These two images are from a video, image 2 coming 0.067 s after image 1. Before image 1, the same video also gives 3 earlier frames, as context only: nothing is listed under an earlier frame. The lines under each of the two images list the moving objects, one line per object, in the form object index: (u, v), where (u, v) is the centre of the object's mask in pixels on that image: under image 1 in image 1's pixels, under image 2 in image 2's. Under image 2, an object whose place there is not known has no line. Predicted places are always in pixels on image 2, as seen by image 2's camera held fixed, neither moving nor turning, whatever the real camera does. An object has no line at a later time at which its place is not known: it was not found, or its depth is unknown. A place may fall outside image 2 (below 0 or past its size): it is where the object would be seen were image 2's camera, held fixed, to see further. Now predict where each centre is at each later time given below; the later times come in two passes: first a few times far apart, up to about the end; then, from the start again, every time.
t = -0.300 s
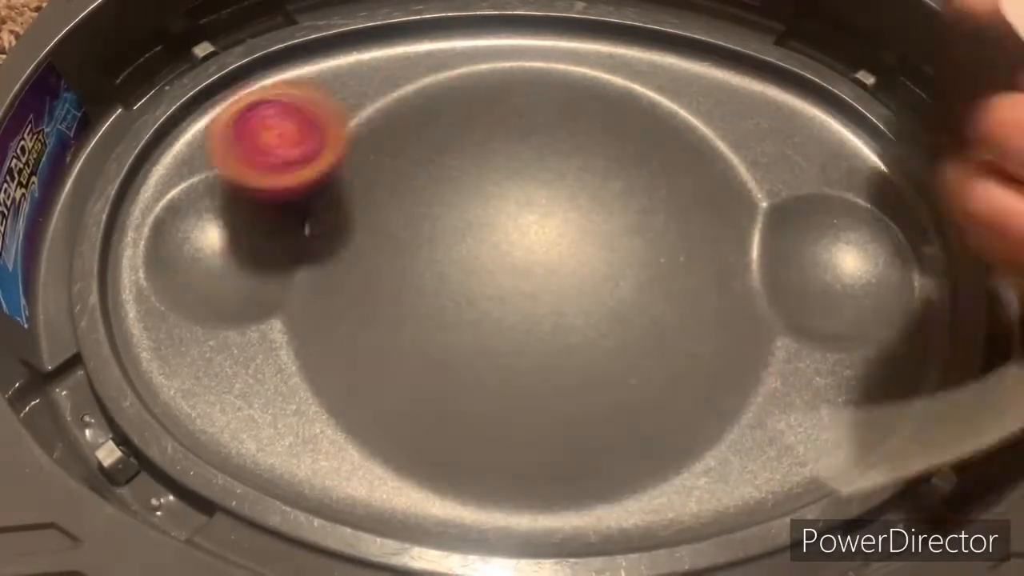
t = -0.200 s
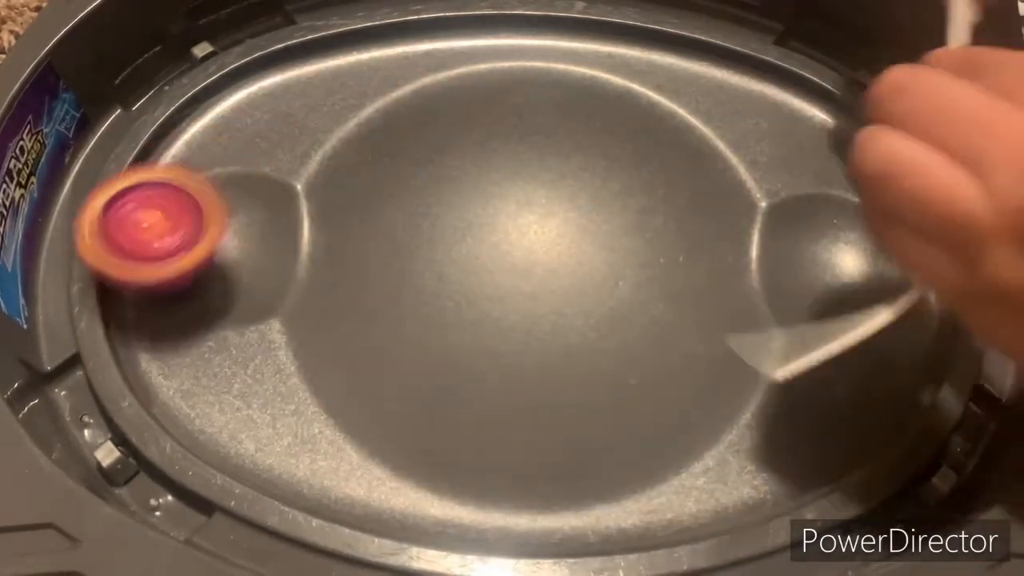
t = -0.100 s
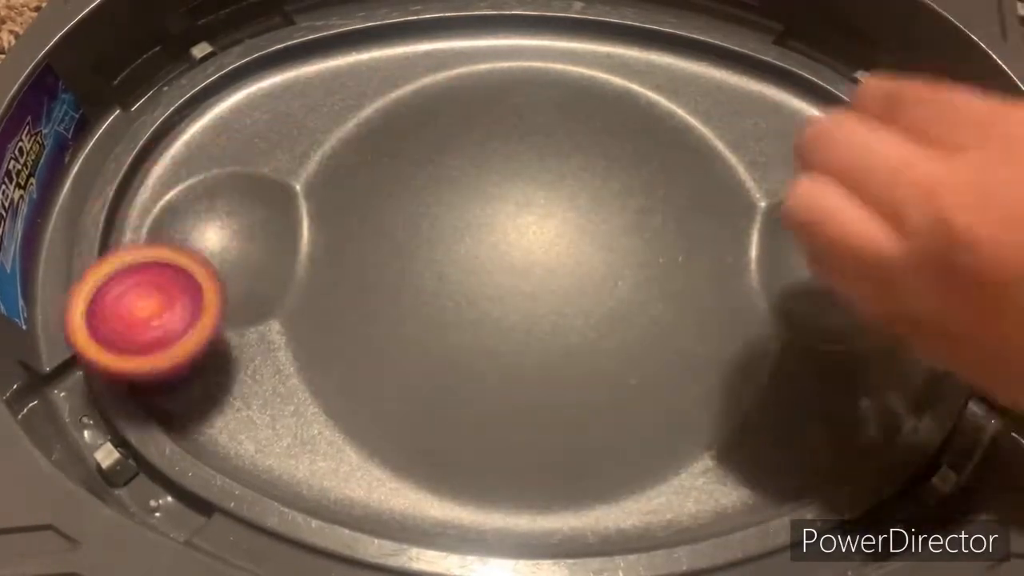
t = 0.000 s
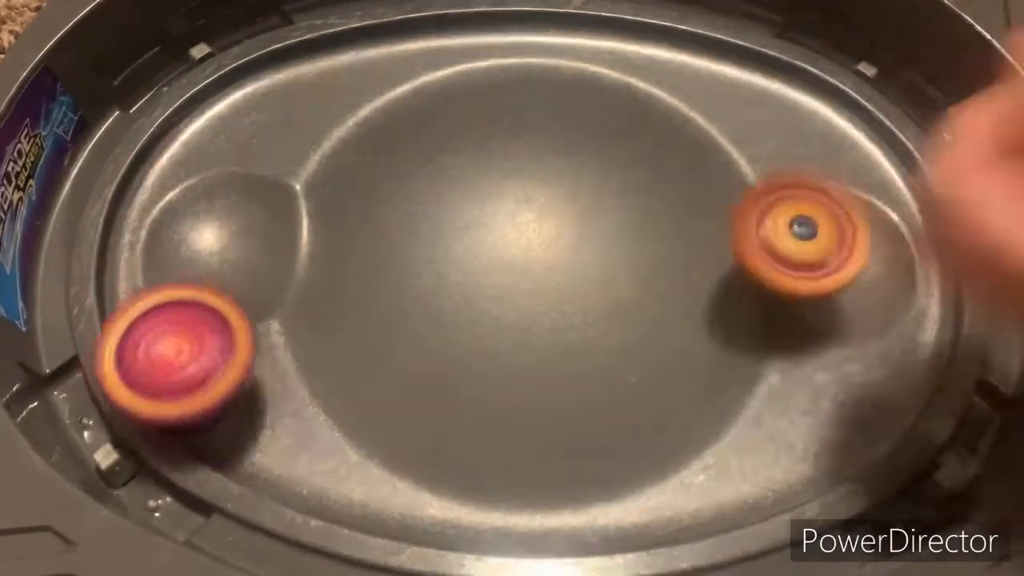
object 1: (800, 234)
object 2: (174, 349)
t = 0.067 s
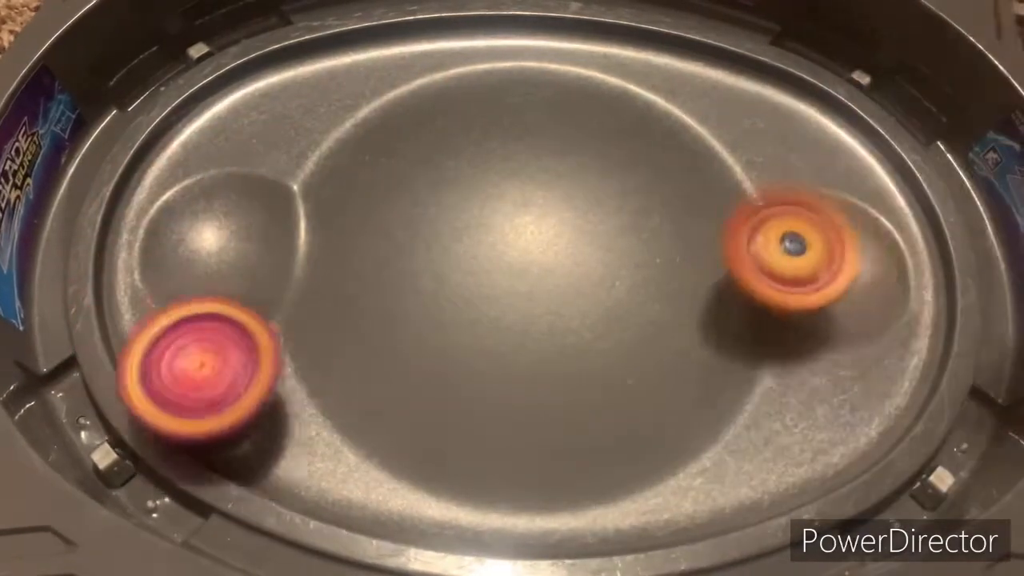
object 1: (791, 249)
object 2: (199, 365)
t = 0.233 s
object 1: (876, 252)
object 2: (292, 377)
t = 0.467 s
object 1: (780, 190)
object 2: (578, 325)
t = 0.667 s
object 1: (864, 130)
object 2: (393, 261)
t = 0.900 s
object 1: (817, 286)
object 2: (409, 363)
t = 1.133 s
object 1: (877, 333)
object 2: (589, 225)
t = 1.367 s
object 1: (790, 188)
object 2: (421, 48)
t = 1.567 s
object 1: (841, 283)
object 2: (286, 45)
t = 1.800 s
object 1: (898, 362)
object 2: (286, 56)
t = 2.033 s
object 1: (838, 423)
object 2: (343, 74)
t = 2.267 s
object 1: (721, 462)
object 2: (463, 275)
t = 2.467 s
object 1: (584, 495)
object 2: (687, 274)
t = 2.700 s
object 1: (451, 476)
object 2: (630, 94)
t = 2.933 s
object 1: (301, 418)
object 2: (427, 259)
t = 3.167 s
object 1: (181, 347)
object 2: (673, 413)
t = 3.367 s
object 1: (124, 280)
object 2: (807, 335)
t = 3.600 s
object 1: (145, 239)
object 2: (718, 270)
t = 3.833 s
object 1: (313, 167)
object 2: (519, 181)
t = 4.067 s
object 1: (160, 209)
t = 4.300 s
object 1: (412, 234)
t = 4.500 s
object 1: (643, 196)
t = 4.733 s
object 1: (668, 181)
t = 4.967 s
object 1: (502, 256)
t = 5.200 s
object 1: (449, 338)
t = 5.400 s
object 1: (529, 359)
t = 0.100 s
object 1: (798, 249)
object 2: (217, 371)
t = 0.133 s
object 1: (808, 255)
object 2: (235, 376)
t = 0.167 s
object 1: (824, 256)
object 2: (255, 378)
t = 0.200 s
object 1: (849, 258)
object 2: (274, 379)
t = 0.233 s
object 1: (876, 252)
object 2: (292, 377)
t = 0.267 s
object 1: (896, 237)
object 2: (312, 373)
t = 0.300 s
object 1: (905, 218)
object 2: (342, 371)
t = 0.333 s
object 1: (900, 201)
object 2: (382, 370)
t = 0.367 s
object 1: (883, 188)
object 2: (432, 366)
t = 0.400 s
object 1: (853, 181)
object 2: (488, 360)
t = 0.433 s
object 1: (817, 180)
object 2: (537, 347)
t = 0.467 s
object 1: (780, 190)
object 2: (578, 325)
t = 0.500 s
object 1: (736, 212)
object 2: (611, 295)
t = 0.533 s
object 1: (756, 194)
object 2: (576, 276)
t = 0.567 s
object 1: (806, 155)
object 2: (518, 269)
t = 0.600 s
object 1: (855, 124)
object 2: (469, 261)
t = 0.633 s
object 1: (882, 111)
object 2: (425, 259)
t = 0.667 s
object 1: (864, 130)
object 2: (393, 261)
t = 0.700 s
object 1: (847, 143)
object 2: (369, 265)
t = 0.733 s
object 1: (831, 155)
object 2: (352, 274)
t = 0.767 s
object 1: (817, 166)
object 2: (342, 287)
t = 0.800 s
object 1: (805, 184)
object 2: (341, 304)
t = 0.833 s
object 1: (797, 212)
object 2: (352, 324)
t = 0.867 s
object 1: (799, 250)
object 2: (375, 345)
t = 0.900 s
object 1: (817, 286)
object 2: (409, 363)
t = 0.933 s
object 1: (846, 314)
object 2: (448, 373)
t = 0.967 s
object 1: (874, 338)
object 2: (489, 370)
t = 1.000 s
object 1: (905, 359)
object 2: (524, 355)
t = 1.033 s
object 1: (937, 375)
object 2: (555, 332)
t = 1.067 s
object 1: (916, 362)
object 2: (573, 300)
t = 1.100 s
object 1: (895, 346)
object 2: (587, 264)
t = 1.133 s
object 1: (877, 333)
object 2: (589, 225)
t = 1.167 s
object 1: (860, 316)
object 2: (581, 187)
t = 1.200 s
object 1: (839, 303)
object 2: (568, 152)
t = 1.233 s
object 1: (819, 279)
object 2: (548, 117)
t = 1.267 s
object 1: (802, 252)
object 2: (520, 89)
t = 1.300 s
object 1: (793, 223)
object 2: (490, 67)
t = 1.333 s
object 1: (790, 201)
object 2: (457, 54)
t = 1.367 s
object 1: (790, 188)
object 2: (421, 48)
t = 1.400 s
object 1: (793, 184)
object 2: (388, 49)
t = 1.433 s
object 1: (798, 190)
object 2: (357, 46)
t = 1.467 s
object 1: (802, 205)
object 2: (329, 41)
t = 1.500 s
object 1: (810, 230)
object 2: (310, 37)
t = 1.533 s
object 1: (821, 258)
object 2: (296, 41)
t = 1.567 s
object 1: (841, 283)
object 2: (286, 45)
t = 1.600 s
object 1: (867, 299)
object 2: (280, 45)
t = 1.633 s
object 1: (889, 311)
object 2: (275, 47)
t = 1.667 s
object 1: (909, 326)
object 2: (275, 48)
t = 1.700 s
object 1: (925, 345)
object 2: (275, 49)
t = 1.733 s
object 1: (930, 358)
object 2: (277, 51)
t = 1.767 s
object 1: (911, 359)
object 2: (281, 53)
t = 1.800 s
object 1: (898, 362)
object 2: (286, 56)
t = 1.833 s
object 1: (887, 368)
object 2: (291, 58)
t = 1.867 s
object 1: (878, 378)
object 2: (297, 62)
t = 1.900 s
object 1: (871, 395)
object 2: (305, 65)
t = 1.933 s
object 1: (867, 415)
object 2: (314, 67)
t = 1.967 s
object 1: (862, 429)
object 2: (323, 70)
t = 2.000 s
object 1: (850, 428)
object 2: (332, 72)
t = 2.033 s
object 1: (838, 423)
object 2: (343, 74)
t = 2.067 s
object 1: (826, 422)
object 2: (354, 83)
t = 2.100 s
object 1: (813, 426)
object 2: (366, 101)
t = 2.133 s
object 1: (798, 434)
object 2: (379, 127)
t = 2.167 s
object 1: (781, 442)
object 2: (396, 168)
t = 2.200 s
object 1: (762, 449)
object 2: (413, 207)
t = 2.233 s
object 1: (742, 456)
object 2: (434, 242)
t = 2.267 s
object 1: (721, 462)
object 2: (463, 275)
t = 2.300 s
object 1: (698, 468)
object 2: (496, 296)
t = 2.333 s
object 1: (677, 475)
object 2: (532, 309)
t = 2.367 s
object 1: (652, 482)
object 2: (576, 315)
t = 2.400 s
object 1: (628, 487)
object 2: (616, 310)
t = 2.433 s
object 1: (606, 491)
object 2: (652, 297)
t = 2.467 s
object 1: (584, 495)
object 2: (687, 274)
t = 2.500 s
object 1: (563, 495)
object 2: (708, 248)
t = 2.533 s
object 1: (546, 494)
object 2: (723, 215)
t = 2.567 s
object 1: (529, 494)
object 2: (727, 179)
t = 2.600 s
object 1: (510, 491)
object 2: (720, 152)
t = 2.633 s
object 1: (491, 487)
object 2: (698, 123)
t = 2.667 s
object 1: (472, 481)
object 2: (670, 103)
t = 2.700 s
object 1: (451, 476)
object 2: (630, 94)
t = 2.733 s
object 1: (431, 472)
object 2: (591, 94)
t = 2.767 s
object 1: (410, 465)
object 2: (549, 103)
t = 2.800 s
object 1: (388, 458)
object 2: (509, 123)
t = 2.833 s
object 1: (366, 448)
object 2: (477, 148)
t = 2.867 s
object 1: (345, 439)
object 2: (449, 179)
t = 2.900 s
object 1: (323, 429)
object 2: (433, 218)
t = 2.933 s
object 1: (301, 418)
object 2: (427, 259)
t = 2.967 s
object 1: (281, 407)
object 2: (431, 300)
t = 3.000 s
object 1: (264, 397)
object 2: (448, 342)
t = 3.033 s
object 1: (244, 387)
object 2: (476, 378)
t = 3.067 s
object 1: (225, 377)
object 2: (519, 406)
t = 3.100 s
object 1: (211, 366)
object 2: (569, 422)
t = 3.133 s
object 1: (197, 355)
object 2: (621, 424)
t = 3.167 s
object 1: (181, 347)
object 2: (673, 413)
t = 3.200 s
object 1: (166, 336)
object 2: (716, 397)
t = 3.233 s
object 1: (155, 324)
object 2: (750, 378)
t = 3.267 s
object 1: (145, 314)
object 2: (773, 362)
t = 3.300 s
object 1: (138, 303)
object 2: (793, 349)
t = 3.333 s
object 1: (130, 291)
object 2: (802, 340)
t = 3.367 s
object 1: (124, 280)
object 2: (807, 335)
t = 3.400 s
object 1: (119, 269)
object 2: (806, 331)
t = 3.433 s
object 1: (116, 259)
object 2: (801, 328)
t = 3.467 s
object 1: (115, 251)
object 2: (793, 325)
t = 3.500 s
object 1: (116, 245)
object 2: (782, 319)
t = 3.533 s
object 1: (119, 240)
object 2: (768, 309)
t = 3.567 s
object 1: (127, 238)
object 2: (746, 293)
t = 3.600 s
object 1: (145, 239)
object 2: (718, 270)
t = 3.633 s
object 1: (175, 244)
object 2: (688, 247)
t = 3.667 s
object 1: (217, 244)
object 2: (652, 217)
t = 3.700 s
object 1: (259, 233)
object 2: (615, 195)
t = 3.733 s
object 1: (291, 214)
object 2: (575, 179)
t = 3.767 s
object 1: (325, 198)
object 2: (534, 169)
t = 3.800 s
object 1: (361, 190)
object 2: (496, 167)
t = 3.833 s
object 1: (313, 167)
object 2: (519, 181)
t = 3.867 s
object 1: (219, 133)
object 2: (573, 208)
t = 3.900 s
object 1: (134, 122)
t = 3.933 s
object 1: (122, 118)
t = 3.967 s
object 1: (112, 126)
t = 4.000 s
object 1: (115, 155)
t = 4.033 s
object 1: (134, 187)
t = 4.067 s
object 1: (160, 209)
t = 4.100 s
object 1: (198, 230)
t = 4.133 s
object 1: (234, 240)
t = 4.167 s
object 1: (272, 241)
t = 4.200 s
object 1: (303, 234)
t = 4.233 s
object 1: (335, 232)
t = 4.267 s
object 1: (371, 234)
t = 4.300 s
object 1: (412, 234)
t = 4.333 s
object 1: (453, 232)
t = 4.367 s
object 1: (495, 229)
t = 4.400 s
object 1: (537, 221)
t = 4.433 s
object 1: (579, 213)
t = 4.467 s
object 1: (613, 205)
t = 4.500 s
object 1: (643, 196)
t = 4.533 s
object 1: (669, 186)
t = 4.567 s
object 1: (688, 180)
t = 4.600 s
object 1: (698, 173)
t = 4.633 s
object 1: (701, 169)
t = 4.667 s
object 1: (698, 170)
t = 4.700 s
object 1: (687, 174)
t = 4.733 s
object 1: (668, 181)
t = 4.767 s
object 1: (649, 187)
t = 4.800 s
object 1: (624, 195)
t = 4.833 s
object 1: (598, 206)
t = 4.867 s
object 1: (571, 219)
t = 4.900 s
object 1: (547, 231)
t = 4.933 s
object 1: (522, 245)
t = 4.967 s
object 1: (502, 256)
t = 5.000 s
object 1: (488, 267)
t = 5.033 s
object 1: (478, 278)
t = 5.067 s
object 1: (474, 290)
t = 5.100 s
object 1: (475, 300)
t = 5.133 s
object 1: (461, 314)
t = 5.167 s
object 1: (452, 326)
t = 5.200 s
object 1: (449, 338)
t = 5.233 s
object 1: (452, 347)
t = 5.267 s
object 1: (461, 353)
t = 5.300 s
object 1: (477, 357)
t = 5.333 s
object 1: (493, 359)
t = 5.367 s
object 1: (511, 360)
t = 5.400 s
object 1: (529, 359)
